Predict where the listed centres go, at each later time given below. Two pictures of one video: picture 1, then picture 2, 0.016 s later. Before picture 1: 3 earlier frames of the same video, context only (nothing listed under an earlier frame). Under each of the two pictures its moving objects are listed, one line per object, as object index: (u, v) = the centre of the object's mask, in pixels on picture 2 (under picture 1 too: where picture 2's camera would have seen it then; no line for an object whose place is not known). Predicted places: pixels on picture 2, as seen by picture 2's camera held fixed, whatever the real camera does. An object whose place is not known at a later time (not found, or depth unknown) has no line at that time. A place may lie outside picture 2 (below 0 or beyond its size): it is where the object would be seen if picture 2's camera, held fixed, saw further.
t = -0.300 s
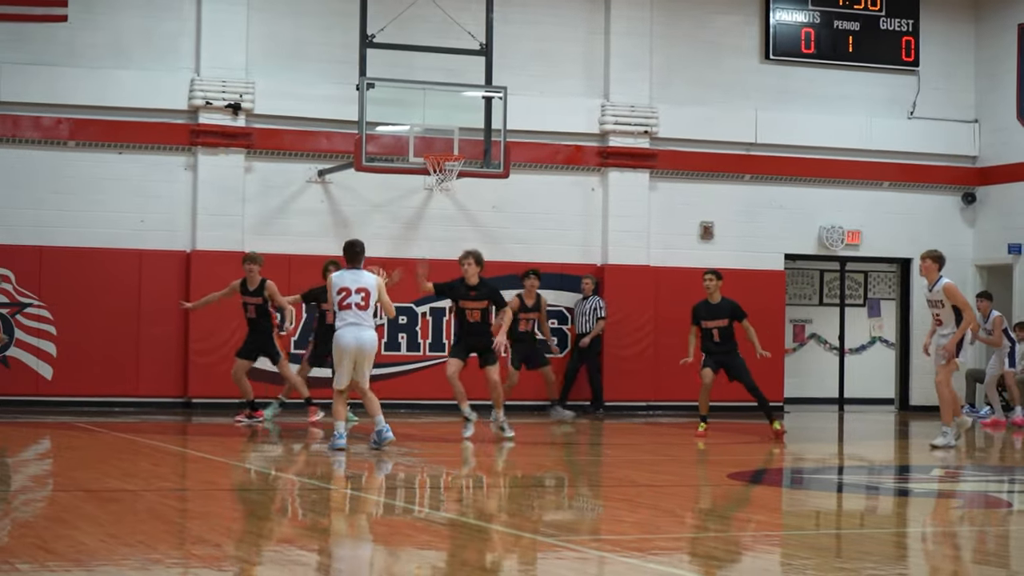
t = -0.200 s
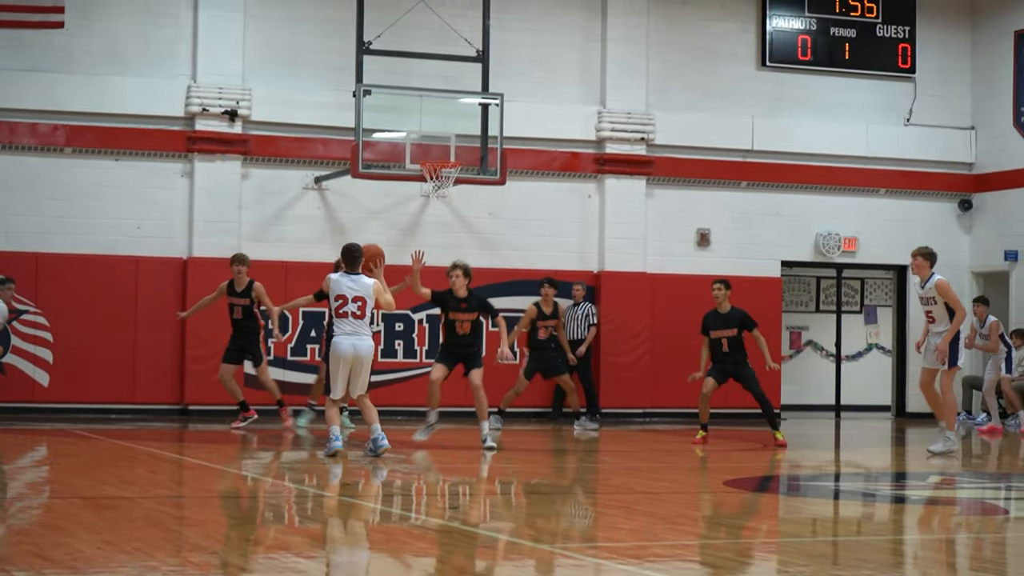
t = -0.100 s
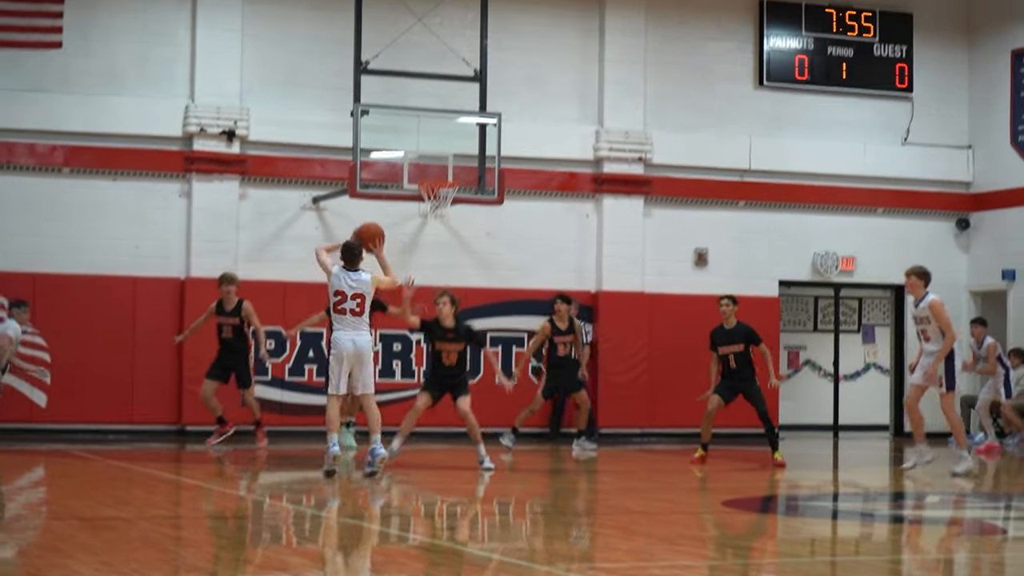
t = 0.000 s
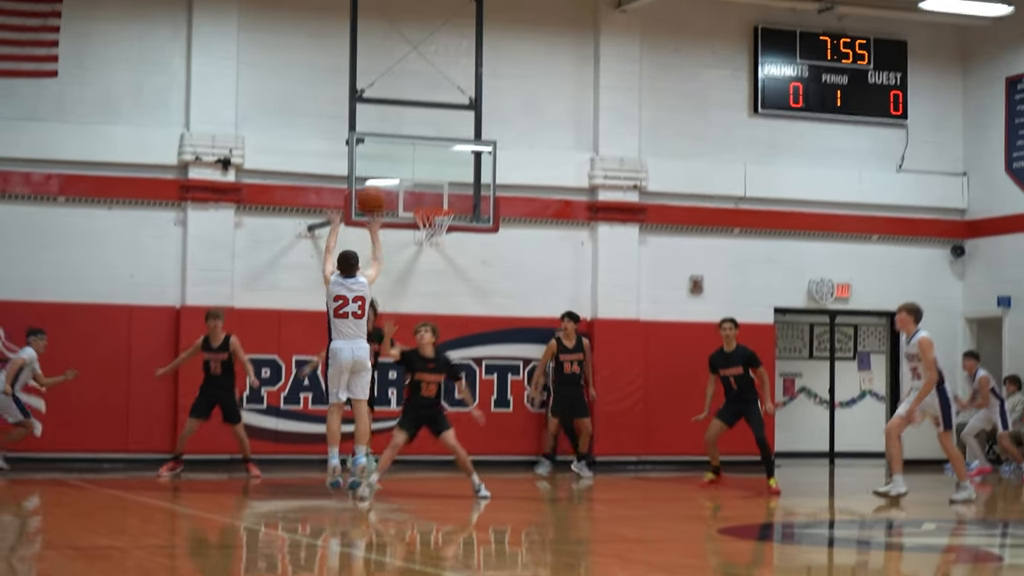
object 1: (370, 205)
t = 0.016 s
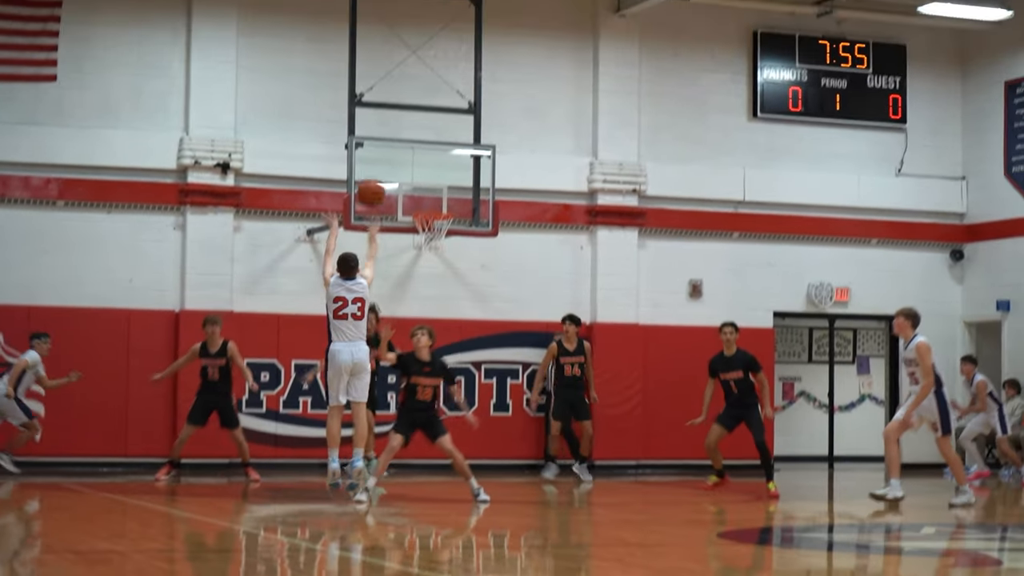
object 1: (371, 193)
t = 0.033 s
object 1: (372, 180)
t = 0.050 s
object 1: (373, 169)
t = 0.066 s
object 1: (374, 159)
